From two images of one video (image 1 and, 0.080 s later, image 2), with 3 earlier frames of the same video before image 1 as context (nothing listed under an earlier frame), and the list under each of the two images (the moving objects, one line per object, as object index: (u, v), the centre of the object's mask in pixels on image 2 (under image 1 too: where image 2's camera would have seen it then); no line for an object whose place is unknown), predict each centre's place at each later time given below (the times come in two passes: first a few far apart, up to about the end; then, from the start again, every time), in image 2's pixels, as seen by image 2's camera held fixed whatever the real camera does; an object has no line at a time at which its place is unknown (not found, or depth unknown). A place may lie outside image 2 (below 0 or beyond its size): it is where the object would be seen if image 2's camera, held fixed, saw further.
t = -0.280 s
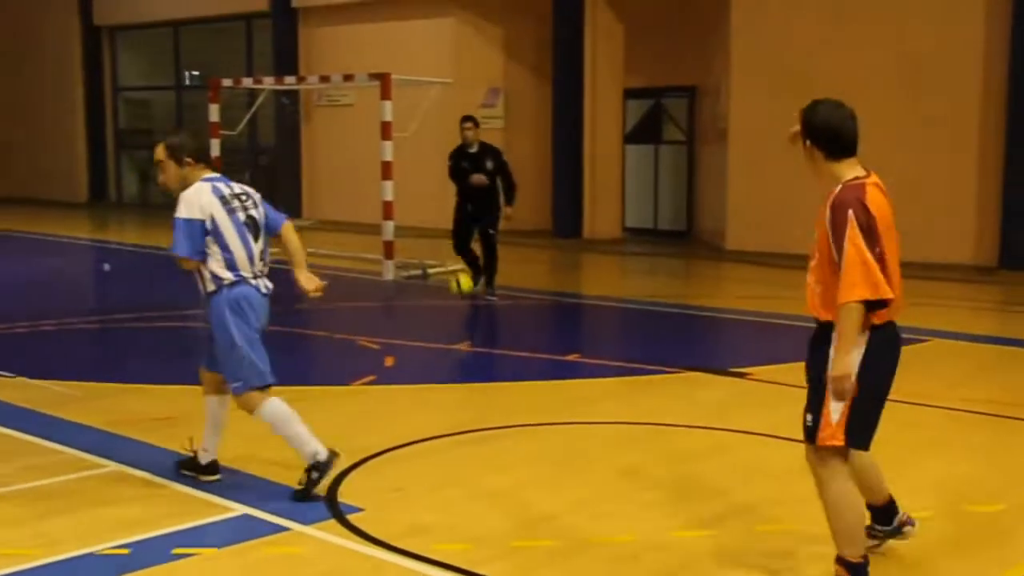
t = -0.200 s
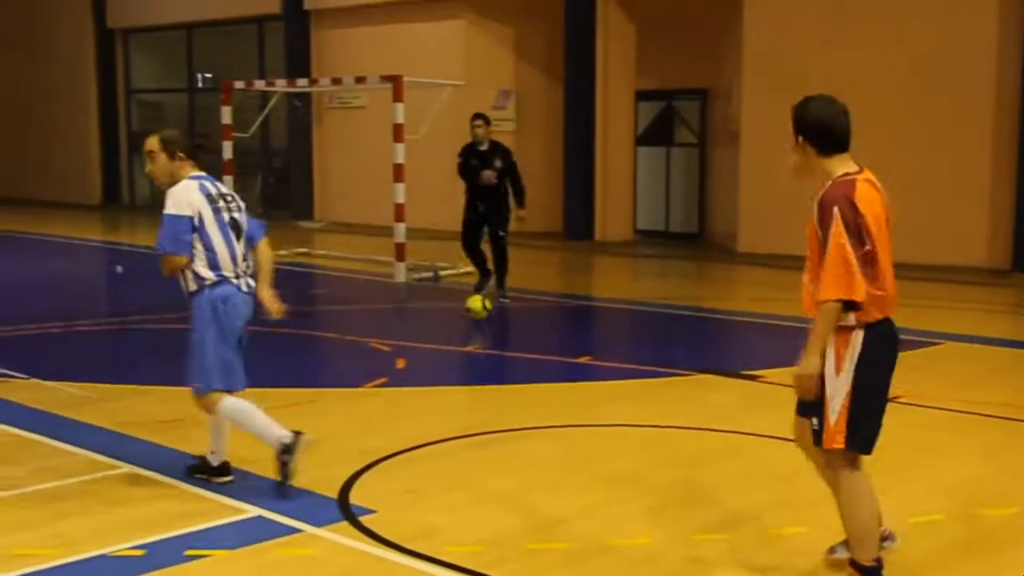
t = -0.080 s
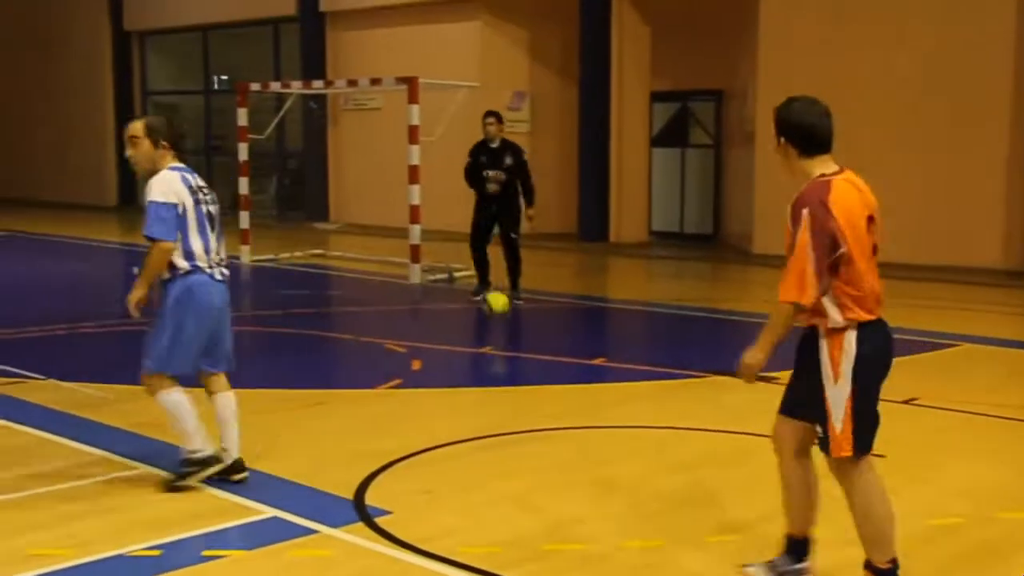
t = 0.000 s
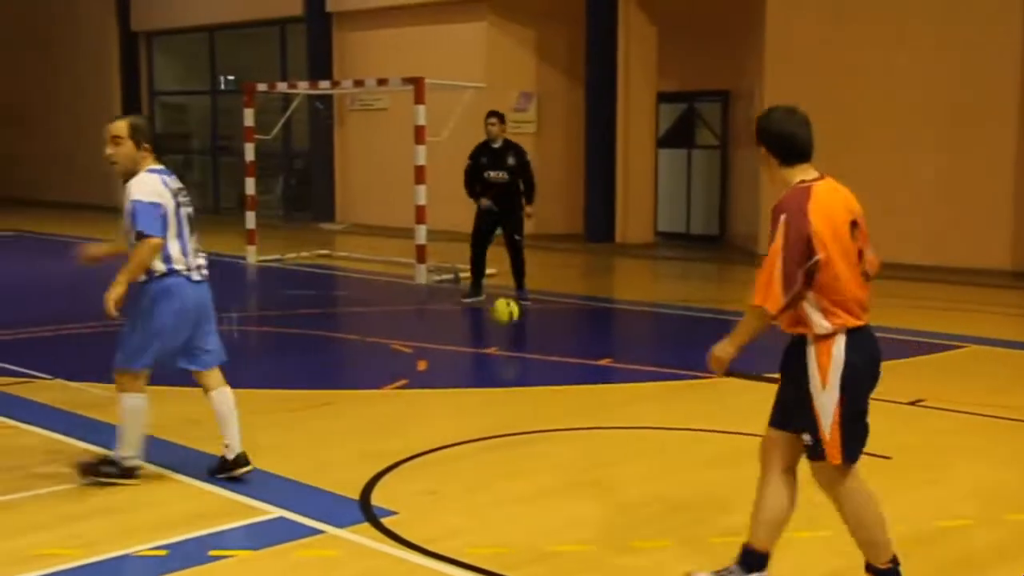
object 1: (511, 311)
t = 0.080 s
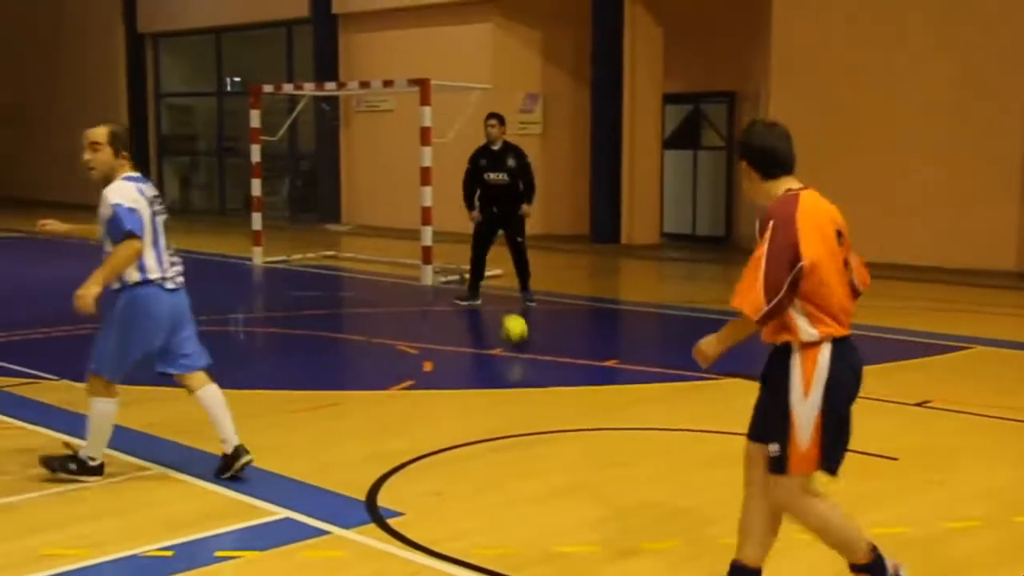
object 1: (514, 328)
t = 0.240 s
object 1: (519, 340)
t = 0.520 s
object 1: (533, 374)
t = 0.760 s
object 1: (546, 404)
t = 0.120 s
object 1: (516, 335)
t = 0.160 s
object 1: (517, 335)
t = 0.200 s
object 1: (518, 336)
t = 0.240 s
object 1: (519, 340)
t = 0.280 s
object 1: (522, 346)
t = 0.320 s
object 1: (523, 352)
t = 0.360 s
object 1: (525, 355)
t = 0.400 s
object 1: (527, 360)
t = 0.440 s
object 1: (529, 363)
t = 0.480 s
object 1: (531, 368)
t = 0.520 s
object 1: (533, 374)
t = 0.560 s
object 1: (535, 378)
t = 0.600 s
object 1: (537, 383)
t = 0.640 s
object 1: (540, 388)
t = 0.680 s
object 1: (541, 393)
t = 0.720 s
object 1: (544, 399)
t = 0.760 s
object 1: (546, 404)
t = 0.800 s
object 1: (548, 409)
